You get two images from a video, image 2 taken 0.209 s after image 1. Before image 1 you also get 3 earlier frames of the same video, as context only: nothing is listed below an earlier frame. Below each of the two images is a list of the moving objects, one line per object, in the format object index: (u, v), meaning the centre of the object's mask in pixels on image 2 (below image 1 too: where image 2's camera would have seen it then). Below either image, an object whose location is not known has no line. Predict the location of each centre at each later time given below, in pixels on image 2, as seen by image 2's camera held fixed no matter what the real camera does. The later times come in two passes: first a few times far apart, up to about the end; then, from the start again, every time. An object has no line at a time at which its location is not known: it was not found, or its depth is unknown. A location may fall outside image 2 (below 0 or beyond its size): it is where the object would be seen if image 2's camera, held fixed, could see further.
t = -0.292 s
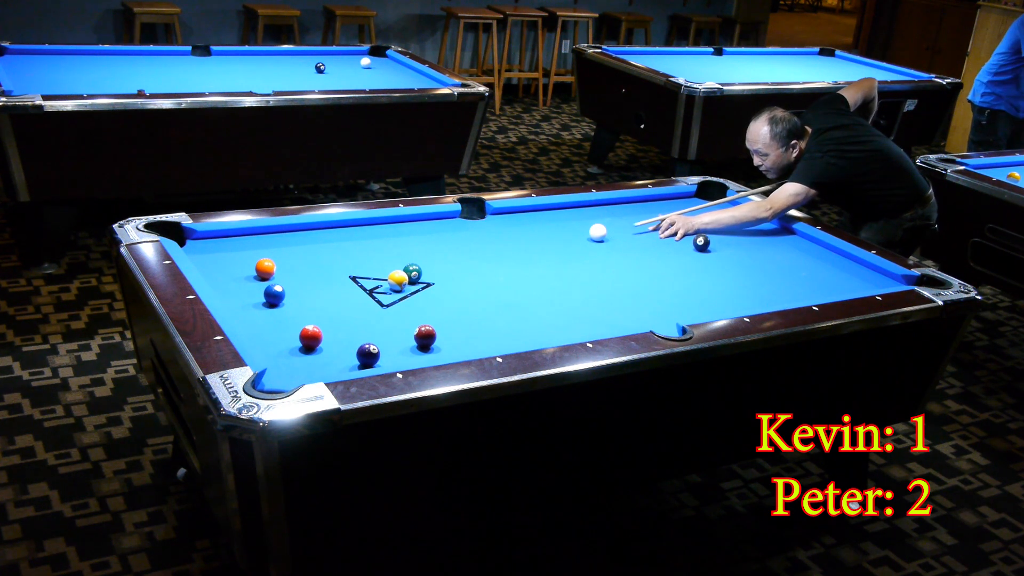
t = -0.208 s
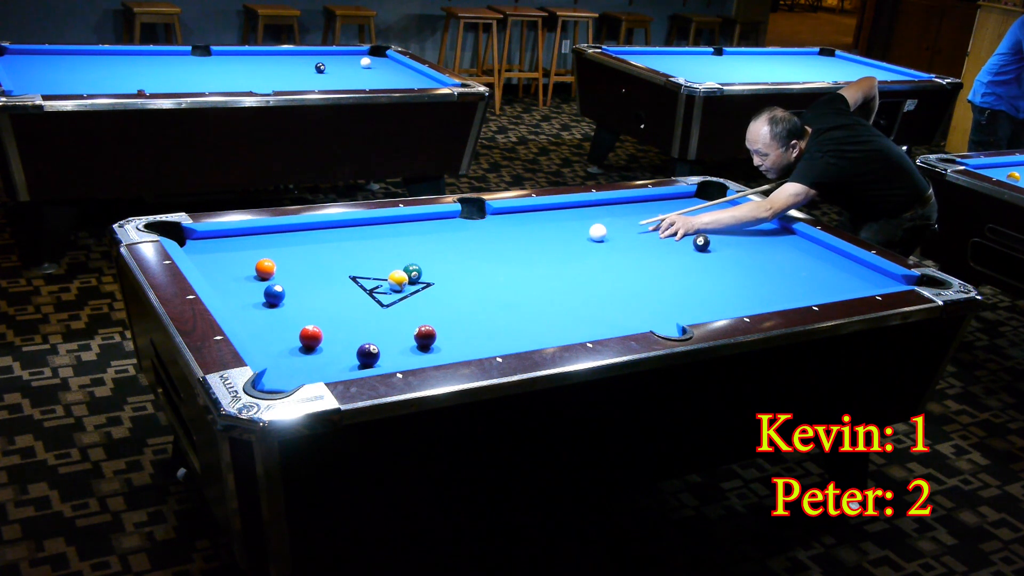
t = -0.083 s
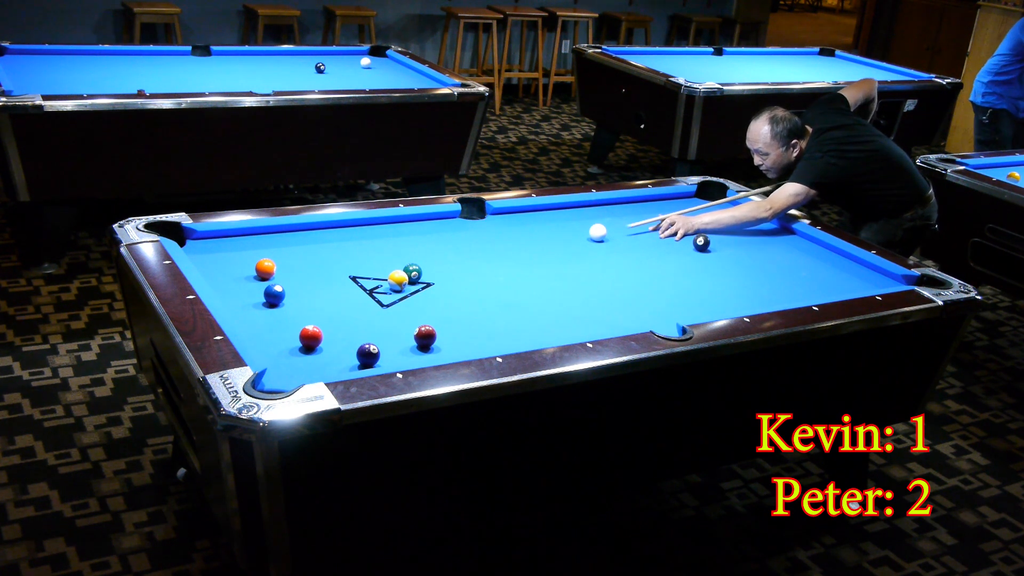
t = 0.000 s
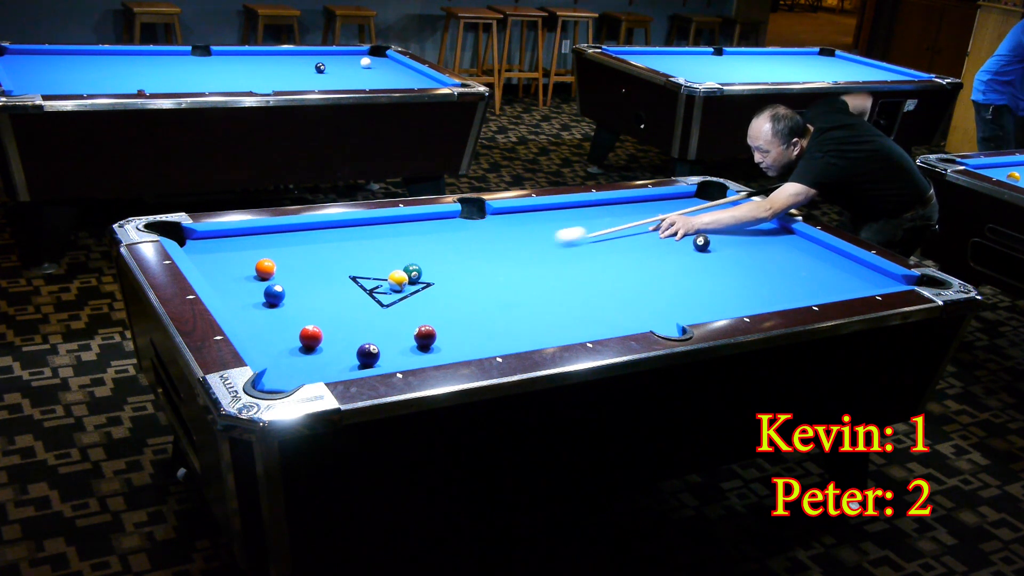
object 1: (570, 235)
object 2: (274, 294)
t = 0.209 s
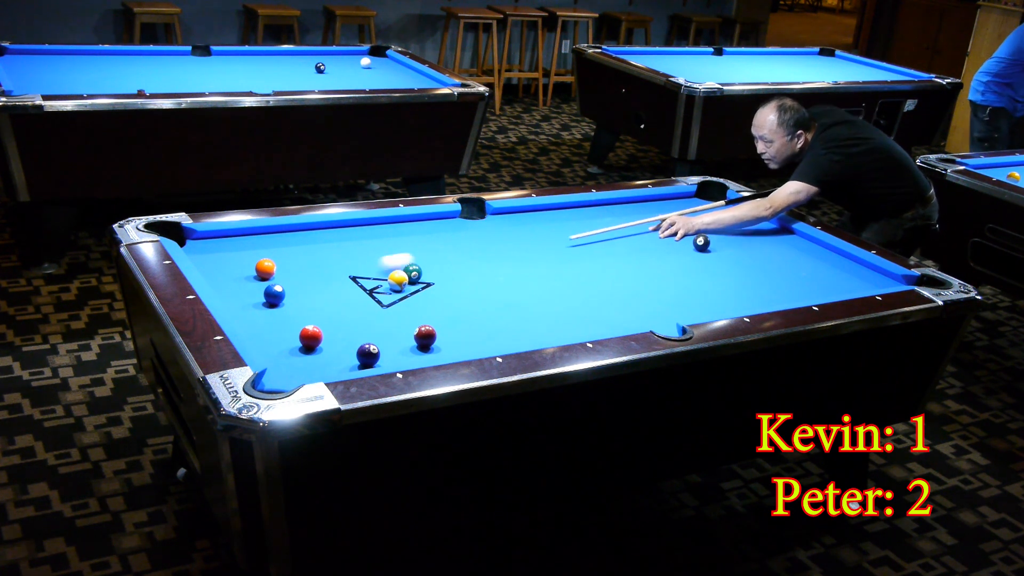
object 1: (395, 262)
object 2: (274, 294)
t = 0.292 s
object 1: (324, 272)
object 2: (274, 294)
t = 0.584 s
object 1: (256, 292)
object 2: (351, 300)
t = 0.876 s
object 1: (261, 293)
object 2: (489, 312)
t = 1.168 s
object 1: (265, 294)
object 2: (620, 321)
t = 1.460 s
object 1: (266, 294)
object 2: (637, 321)
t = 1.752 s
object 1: (266, 294)
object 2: (627, 307)
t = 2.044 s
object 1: (266, 294)
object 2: (618, 294)
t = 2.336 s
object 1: (266, 294)
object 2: (610, 282)
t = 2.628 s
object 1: (266, 294)
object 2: (603, 271)
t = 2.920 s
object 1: (266, 294)
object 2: (597, 262)
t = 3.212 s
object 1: (266, 294)
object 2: (591, 254)
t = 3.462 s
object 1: (266, 294)
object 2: (587, 248)
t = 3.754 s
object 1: (266, 294)
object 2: (583, 242)
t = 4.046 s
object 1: (266, 294)
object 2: (579, 237)
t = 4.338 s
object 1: (266, 294)
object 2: (576, 232)
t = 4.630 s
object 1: (266, 294)
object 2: (573, 229)
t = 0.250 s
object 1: (360, 267)
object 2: (274, 294)
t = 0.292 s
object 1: (324, 272)
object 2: (274, 294)
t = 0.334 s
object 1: (288, 278)
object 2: (274, 294)
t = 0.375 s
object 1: (250, 283)
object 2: (274, 294)
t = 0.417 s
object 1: (227, 290)
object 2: (274, 294)
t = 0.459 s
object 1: (252, 292)
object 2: (279, 293)
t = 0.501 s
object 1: (254, 292)
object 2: (305, 295)
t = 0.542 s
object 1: (255, 292)
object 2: (329, 298)
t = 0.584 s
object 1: (256, 292)
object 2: (351, 300)
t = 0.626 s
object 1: (257, 292)
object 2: (374, 302)
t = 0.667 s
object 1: (258, 292)
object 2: (394, 303)
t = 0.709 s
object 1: (258, 292)
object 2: (413, 306)
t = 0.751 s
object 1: (259, 293)
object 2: (432, 307)
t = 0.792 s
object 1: (260, 293)
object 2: (452, 309)
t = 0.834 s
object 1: (261, 293)
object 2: (471, 310)
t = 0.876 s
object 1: (261, 293)
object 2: (489, 312)
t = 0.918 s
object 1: (262, 293)
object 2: (509, 314)
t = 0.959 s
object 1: (263, 293)
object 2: (528, 315)
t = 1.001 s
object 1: (263, 294)
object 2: (546, 317)
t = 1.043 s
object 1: (264, 294)
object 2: (565, 318)
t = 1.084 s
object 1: (264, 294)
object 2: (583, 320)
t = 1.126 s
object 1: (264, 294)
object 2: (602, 321)
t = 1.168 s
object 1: (265, 294)
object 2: (620, 321)
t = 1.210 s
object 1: (265, 294)
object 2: (639, 321)
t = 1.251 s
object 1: (265, 294)
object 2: (656, 324)
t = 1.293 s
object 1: (266, 294)
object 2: (661, 325)
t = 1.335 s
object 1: (266, 294)
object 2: (651, 324)
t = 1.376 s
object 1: (266, 294)
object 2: (641, 323)
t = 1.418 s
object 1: (266, 294)
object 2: (639, 322)
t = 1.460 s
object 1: (266, 294)
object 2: (637, 321)
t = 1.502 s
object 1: (266, 294)
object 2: (636, 319)
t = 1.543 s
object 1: (266, 294)
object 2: (634, 318)
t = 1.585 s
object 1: (266, 294)
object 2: (633, 316)
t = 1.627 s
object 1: (266, 294)
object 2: (631, 314)
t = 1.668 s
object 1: (266, 294)
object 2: (630, 312)
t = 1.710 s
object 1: (266, 294)
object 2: (628, 309)
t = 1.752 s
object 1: (266, 294)
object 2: (627, 307)
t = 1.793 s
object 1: (266, 294)
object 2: (626, 306)
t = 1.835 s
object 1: (266, 294)
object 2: (624, 303)
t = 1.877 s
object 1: (266, 294)
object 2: (623, 301)
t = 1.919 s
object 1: (266, 294)
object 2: (622, 299)
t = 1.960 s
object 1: (266, 294)
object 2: (621, 297)
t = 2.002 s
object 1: (266, 294)
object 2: (620, 296)
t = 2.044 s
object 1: (266, 294)
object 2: (618, 294)
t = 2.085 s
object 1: (266, 294)
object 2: (617, 292)
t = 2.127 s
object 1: (266, 294)
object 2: (616, 290)
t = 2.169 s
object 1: (266, 294)
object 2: (615, 288)
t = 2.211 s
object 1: (266, 294)
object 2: (614, 287)
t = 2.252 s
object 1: (266, 294)
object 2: (612, 285)
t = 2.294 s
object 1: (266, 294)
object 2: (611, 283)
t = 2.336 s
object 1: (266, 294)
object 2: (610, 282)
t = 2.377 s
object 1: (266, 294)
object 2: (609, 280)
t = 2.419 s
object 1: (266, 294)
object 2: (608, 278)
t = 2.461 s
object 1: (266, 294)
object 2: (607, 277)
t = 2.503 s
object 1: (266, 294)
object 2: (606, 275)
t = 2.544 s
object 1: (266, 294)
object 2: (605, 274)
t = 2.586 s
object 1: (266, 294)
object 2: (604, 272)
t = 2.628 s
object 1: (266, 294)
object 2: (603, 271)
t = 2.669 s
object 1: (266, 294)
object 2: (603, 269)
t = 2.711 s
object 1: (266, 294)
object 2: (602, 268)
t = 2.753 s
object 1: (266, 294)
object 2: (601, 267)
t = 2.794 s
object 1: (266, 294)
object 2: (600, 265)
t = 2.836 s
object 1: (266, 294)
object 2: (599, 264)
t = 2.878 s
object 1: (266, 294)
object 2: (598, 263)
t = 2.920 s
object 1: (266, 294)
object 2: (597, 262)
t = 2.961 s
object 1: (266, 294)
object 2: (596, 261)
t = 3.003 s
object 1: (266, 294)
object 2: (595, 259)
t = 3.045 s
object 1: (266, 294)
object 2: (594, 258)
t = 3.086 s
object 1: (266, 294)
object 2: (593, 257)
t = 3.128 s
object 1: (266, 294)
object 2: (593, 256)
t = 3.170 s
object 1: (266, 294)
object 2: (592, 255)
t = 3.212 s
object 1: (266, 294)
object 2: (591, 254)
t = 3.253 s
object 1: (266, 294)
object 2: (590, 253)
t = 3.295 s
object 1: (266, 294)
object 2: (589, 252)
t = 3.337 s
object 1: (266, 294)
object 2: (589, 251)
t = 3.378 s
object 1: (266, 294)
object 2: (588, 250)
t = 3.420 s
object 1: (266, 294)
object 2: (587, 249)
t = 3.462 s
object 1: (266, 294)
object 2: (587, 248)
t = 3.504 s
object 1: (266, 294)
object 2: (586, 247)
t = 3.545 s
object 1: (266, 294)
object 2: (585, 246)
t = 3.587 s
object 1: (266, 294)
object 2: (585, 245)
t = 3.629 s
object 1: (266, 294)
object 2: (584, 244)
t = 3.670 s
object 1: (266, 294)
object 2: (584, 243)
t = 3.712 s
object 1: (266, 294)
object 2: (583, 243)
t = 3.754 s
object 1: (266, 294)
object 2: (583, 242)
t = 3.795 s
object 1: (266, 294)
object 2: (582, 241)
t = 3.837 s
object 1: (266, 294)
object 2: (581, 240)
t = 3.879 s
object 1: (266, 294)
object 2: (581, 239)
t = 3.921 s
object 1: (266, 294)
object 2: (580, 239)
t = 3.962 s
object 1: (266, 294)
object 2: (580, 238)
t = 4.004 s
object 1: (266, 294)
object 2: (579, 237)
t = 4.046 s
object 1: (266, 294)
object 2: (579, 237)
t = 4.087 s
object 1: (266, 294)
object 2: (578, 236)
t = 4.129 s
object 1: (266, 294)
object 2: (578, 235)
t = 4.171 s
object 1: (266, 294)
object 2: (578, 235)
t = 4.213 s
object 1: (266, 294)
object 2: (577, 234)
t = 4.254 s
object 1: (266, 294)
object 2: (577, 234)
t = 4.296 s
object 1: (266, 294)
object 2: (576, 233)
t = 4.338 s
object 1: (266, 294)
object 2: (576, 232)
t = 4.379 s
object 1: (266, 294)
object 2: (576, 232)
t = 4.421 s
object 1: (266, 294)
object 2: (575, 231)
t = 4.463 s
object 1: (266, 294)
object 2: (575, 231)
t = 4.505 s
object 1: (266, 294)
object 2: (575, 230)
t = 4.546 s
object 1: (266, 294)
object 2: (574, 230)
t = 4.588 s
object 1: (266, 294)
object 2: (574, 229)
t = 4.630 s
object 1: (266, 294)
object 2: (573, 229)
